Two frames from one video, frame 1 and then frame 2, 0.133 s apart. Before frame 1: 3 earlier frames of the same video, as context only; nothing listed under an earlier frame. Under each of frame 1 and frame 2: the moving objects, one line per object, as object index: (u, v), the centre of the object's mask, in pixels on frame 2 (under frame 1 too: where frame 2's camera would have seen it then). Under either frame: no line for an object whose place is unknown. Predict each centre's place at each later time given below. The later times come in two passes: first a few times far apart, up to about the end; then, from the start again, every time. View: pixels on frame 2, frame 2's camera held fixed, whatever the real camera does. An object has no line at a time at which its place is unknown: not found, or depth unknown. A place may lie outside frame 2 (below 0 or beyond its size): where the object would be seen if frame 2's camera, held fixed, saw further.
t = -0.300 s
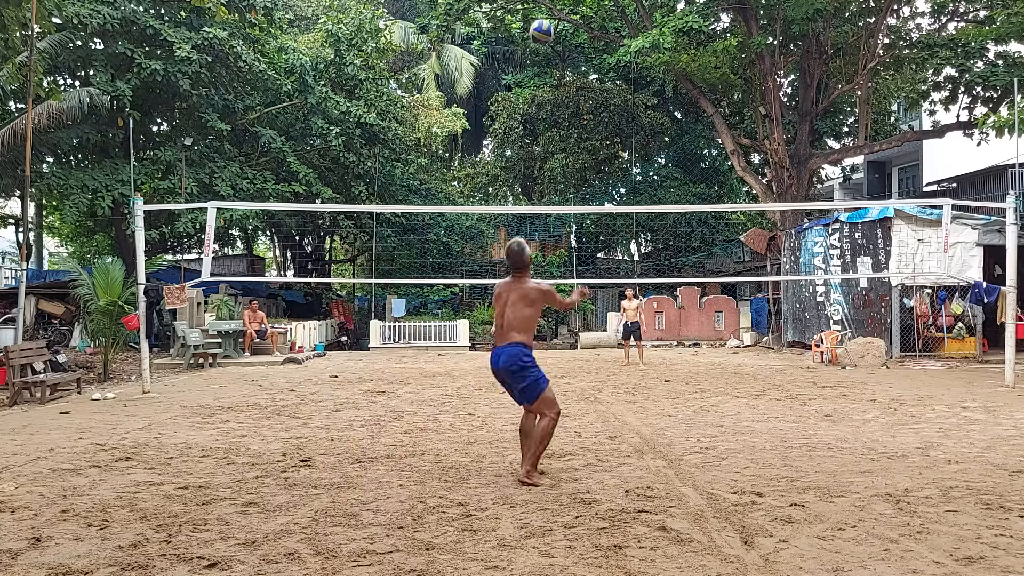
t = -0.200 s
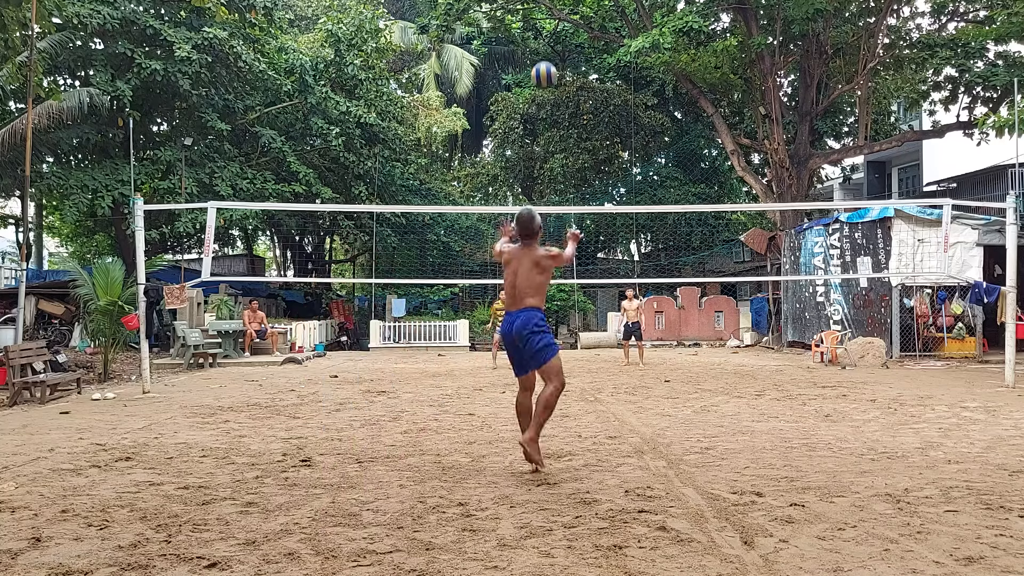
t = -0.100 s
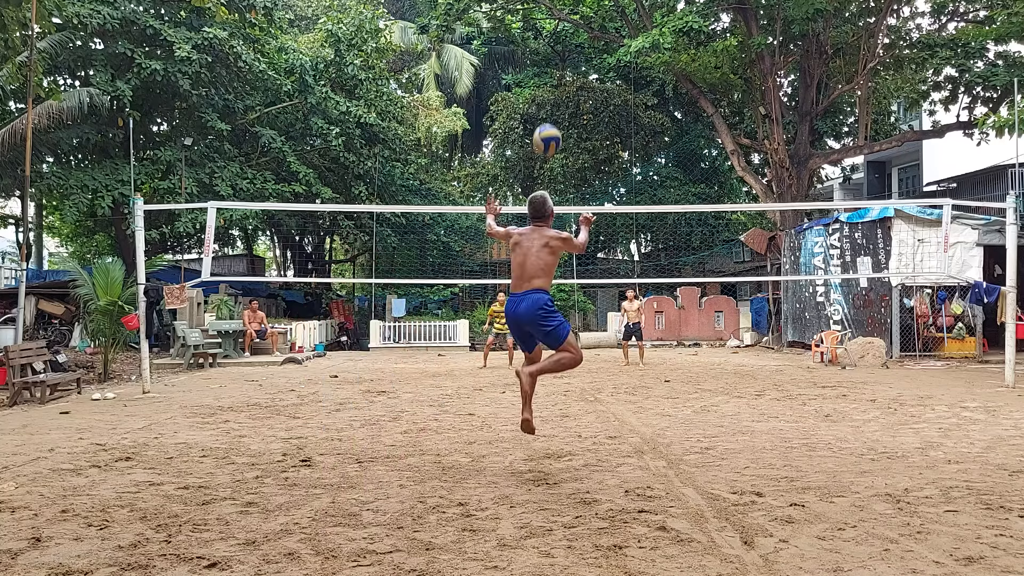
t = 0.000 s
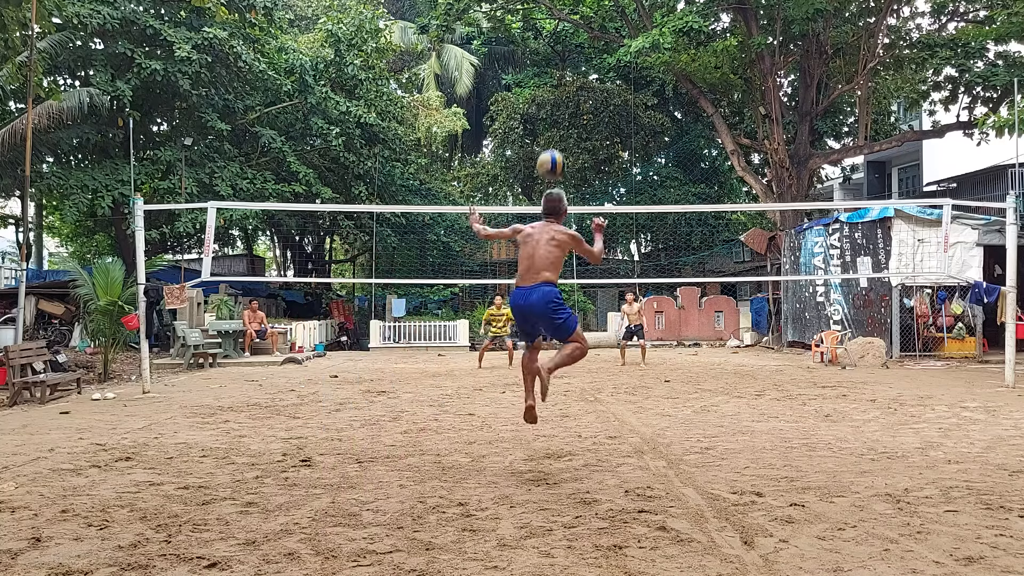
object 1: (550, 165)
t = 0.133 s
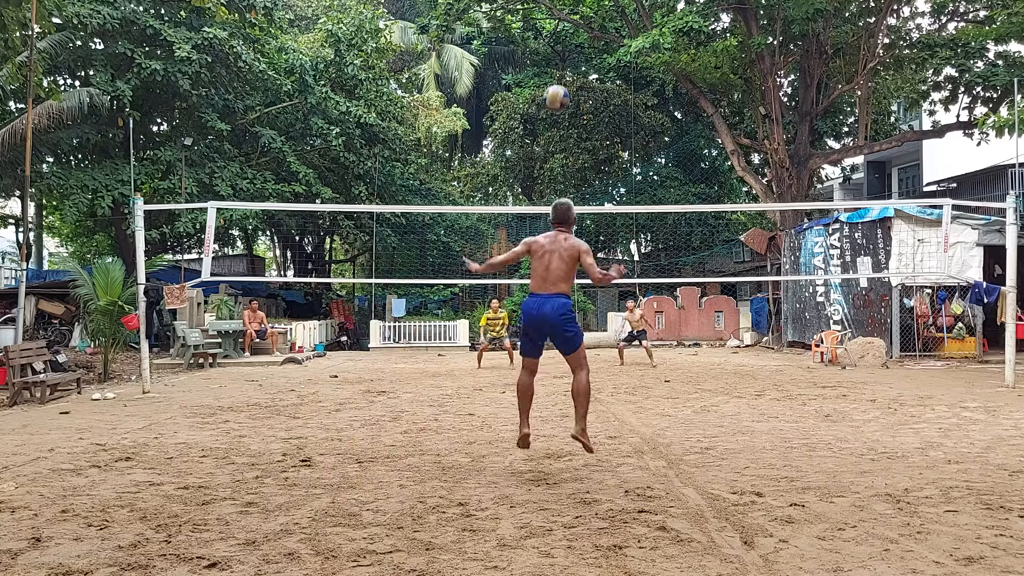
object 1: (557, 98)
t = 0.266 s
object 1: (559, 64)
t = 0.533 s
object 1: (563, 60)
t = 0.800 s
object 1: (564, 115)
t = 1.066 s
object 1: (565, 202)
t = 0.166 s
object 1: (557, 87)
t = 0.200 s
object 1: (558, 77)
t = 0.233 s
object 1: (559, 70)
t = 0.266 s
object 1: (559, 64)
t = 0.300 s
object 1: (560, 59)
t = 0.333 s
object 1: (561, 56)
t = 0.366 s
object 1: (561, 54)
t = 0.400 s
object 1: (562, 54)
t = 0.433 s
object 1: (562, 54)
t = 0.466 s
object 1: (562, 55)
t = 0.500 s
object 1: (563, 58)
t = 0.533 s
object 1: (563, 60)
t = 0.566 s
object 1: (564, 64)
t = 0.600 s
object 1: (563, 70)
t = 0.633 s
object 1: (564, 76)
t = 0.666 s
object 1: (564, 81)
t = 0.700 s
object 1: (563, 88)
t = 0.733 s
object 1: (563, 95)
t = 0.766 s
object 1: (564, 104)
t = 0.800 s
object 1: (564, 115)
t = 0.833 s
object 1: (564, 125)
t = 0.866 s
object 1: (564, 136)
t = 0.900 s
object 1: (564, 145)
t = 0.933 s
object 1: (564, 156)
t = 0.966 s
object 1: (565, 166)
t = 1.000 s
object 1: (564, 181)
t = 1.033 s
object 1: (565, 194)
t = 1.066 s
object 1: (565, 202)
